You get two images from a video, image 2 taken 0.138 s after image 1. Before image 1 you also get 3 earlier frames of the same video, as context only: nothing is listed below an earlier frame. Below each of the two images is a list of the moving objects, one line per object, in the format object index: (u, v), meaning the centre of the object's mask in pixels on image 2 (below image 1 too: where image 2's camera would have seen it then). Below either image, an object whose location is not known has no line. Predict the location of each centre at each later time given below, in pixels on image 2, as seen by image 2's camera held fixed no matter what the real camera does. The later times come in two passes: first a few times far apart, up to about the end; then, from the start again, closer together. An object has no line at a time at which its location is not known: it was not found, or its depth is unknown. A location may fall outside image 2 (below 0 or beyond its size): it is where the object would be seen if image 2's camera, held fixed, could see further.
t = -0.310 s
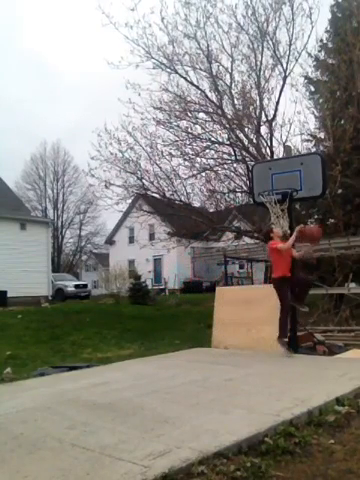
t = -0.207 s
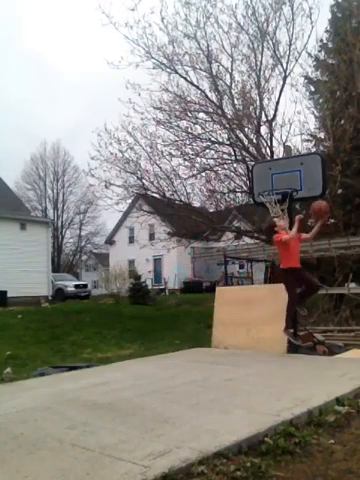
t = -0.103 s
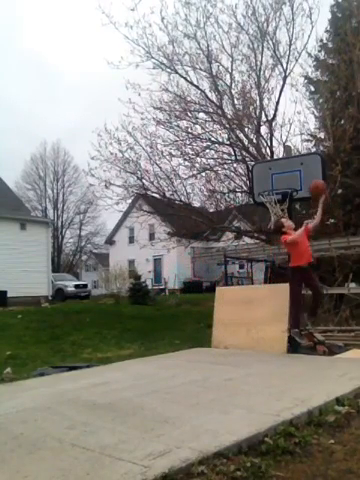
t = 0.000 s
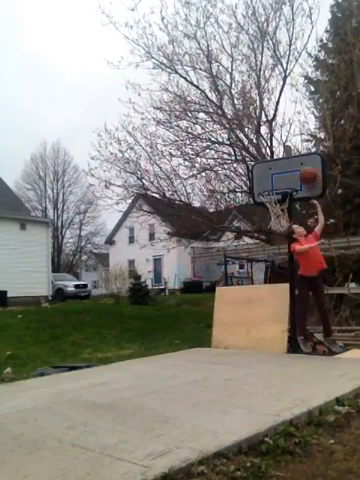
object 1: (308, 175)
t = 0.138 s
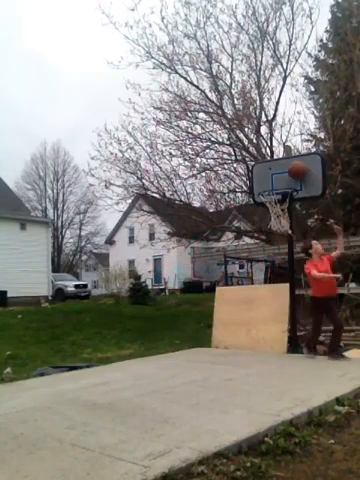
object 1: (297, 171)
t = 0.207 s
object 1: (291, 171)
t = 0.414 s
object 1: (279, 195)
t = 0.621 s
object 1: (262, 252)
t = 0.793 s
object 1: (256, 318)
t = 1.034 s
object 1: (254, 293)
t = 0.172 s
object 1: (294, 170)
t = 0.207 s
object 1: (291, 171)
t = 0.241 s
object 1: (288, 173)
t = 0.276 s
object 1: (285, 176)
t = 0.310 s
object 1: (282, 180)
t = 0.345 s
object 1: (279, 184)
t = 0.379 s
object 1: (278, 188)
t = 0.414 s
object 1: (279, 195)
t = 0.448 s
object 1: (271, 202)
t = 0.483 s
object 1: (268, 209)
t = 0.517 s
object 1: (268, 219)
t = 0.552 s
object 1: (265, 233)
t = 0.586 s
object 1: (263, 243)
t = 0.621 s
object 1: (262, 252)
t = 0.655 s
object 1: (261, 264)
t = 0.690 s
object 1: (260, 276)
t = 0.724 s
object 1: (258, 290)
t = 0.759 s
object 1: (257, 303)
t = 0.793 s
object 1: (256, 318)
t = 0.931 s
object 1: (254, 322)
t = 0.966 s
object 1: (254, 312)
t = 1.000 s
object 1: (254, 302)
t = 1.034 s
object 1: (254, 293)
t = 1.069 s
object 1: (254, 285)
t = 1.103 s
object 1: (254, 278)
